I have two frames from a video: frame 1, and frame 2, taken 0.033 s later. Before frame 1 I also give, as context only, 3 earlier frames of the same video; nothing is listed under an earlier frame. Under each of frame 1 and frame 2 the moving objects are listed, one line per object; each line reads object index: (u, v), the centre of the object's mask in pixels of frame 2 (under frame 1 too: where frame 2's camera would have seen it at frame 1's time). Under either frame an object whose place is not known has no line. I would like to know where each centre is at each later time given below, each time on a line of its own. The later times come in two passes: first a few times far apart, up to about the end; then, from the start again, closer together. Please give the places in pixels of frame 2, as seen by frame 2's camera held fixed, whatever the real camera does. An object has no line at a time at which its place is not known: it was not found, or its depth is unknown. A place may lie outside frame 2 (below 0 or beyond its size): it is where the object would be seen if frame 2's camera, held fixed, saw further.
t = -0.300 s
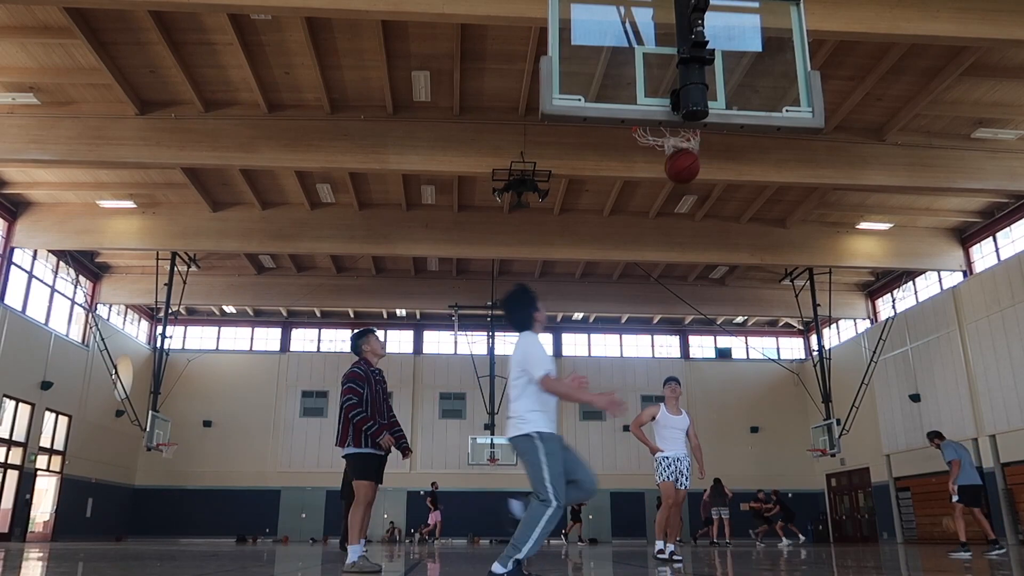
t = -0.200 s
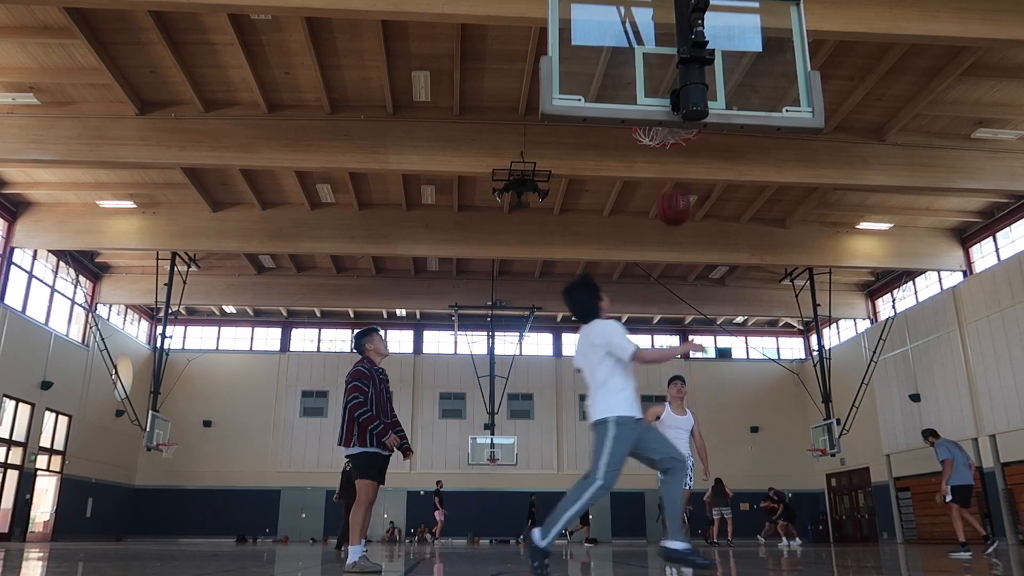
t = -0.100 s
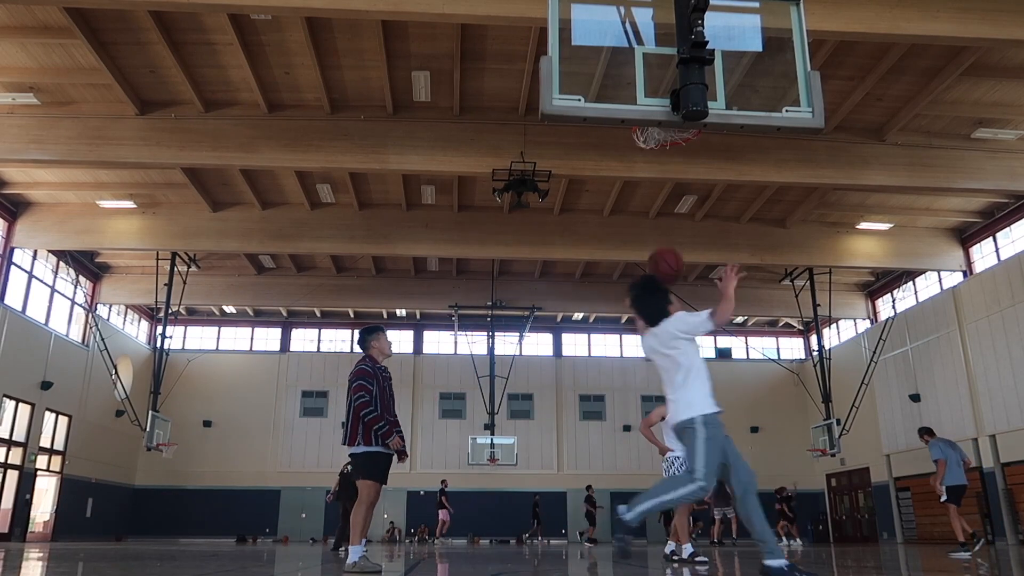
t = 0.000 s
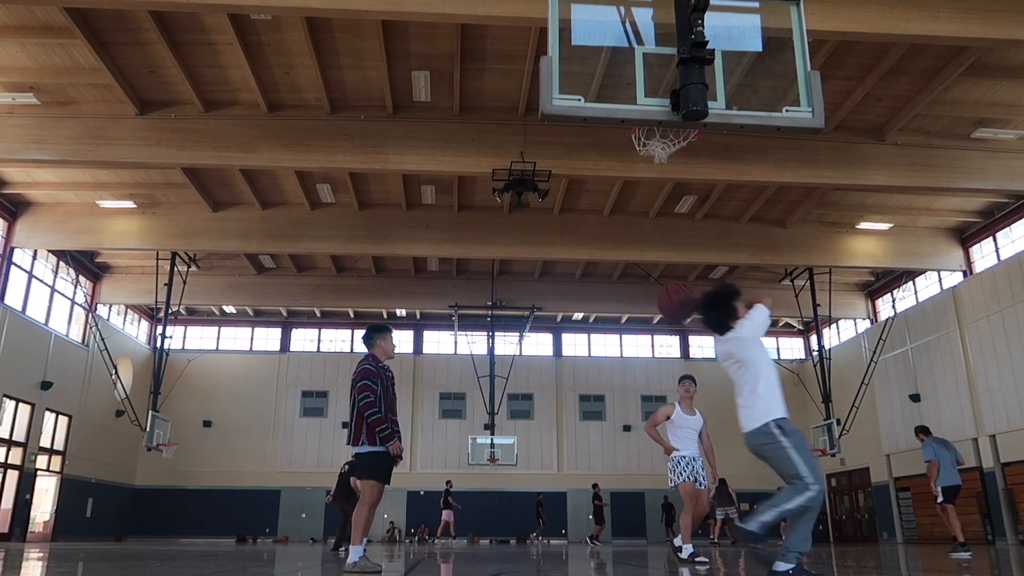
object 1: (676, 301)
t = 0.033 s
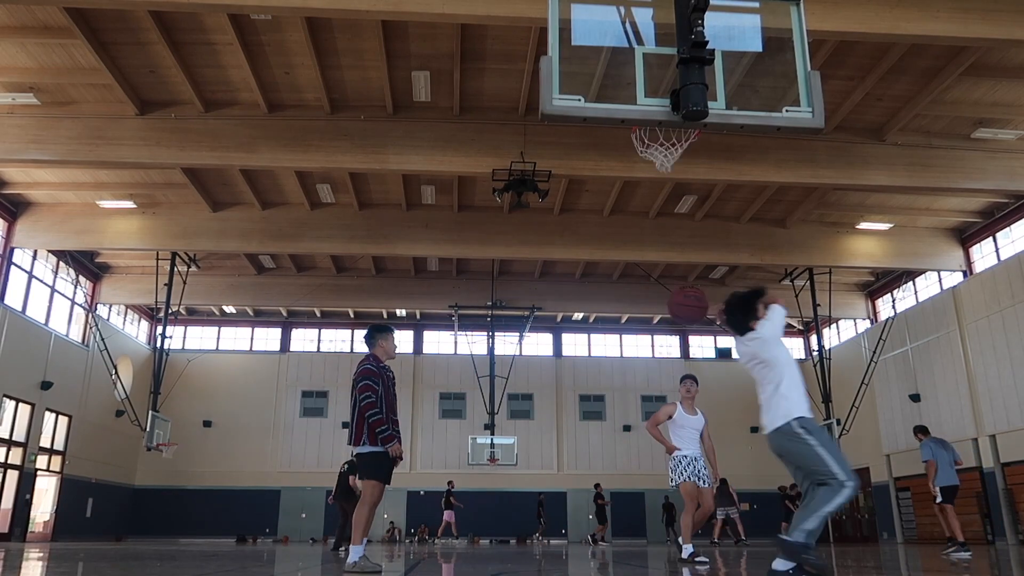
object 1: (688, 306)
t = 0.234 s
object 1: (770, 371)
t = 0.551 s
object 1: (885, 481)
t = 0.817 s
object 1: (851, 346)
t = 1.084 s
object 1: (835, 365)
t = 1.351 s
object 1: (839, 556)
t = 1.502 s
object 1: (823, 447)
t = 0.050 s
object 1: (694, 307)
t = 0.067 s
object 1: (700, 309)
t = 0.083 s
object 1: (706, 312)
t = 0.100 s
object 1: (713, 317)
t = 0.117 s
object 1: (719, 322)
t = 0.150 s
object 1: (732, 333)
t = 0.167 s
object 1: (739, 339)
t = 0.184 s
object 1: (747, 346)
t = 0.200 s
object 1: (755, 354)
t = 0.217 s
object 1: (763, 363)
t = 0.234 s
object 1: (770, 371)
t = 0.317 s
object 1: (813, 427)
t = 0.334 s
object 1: (824, 441)
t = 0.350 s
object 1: (834, 455)
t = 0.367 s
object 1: (845, 471)
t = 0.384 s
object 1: (856, 488)
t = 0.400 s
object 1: (866, 505)
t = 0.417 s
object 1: (879, 524)
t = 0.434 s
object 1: (890, 545)
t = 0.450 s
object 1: (902, 558)
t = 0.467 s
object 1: (899, 552)
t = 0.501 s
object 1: (893, 524)
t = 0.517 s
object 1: (891, 506)
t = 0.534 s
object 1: (887, 491)
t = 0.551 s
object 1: (885, 481)
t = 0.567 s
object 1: (883, 469)
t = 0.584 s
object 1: (879, 452)
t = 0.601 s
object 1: (876, 442)
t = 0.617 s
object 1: (875, 433)
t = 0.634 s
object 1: (872, 421)
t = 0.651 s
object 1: (869, 412)
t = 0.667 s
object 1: (868, 403)
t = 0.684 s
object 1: (866, 394)
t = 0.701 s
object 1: (863, 386)
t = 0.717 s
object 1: (861, 379)
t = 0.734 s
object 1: (860, 372)
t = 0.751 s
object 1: (857, 366)
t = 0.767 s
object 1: (856, 360)
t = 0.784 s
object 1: (854, 355)
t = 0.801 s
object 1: (853, 351)
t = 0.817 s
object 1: (851, 346)
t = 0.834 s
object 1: (849, 342)
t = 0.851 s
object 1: (848, 340)
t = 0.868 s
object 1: (847, 337)
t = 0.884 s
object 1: (845, 336)
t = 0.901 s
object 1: (844, 335)
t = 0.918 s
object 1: (842, 334)
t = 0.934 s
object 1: (841, 334)
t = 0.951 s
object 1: (841, 335)
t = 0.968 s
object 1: (840, 336)
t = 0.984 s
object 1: (839, 338)
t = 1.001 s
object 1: (838, 341)
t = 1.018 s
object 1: (837, 344)
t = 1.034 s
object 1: (836, 348)
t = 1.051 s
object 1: (836, 352)
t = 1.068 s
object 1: (836, 359)
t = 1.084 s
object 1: (835, 365)
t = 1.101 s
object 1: (835, 372)
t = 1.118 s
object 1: (835, 379)
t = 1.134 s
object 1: (834, 387)
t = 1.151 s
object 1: (835, 397)
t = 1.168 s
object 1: (835, 407)
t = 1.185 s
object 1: (835, 418)
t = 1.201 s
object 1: (835, 431)
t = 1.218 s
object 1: (835, 444)
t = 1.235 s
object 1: (835, 458)
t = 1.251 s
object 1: (836, 474)
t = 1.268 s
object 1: (836, 490)
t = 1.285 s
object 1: (837, 508)
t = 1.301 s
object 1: (838, 526)
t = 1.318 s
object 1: (839, 545)
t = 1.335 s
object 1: (839, 557)
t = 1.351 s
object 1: (839, 556)
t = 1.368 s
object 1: (837, 546)
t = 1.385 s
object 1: (835, 536)
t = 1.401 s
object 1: (834, 519)
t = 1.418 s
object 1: (832, 505)
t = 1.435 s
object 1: (828, 490)
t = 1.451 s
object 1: (828, 482)
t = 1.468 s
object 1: (827, 469)
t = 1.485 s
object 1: (823, 455)
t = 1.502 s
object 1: (823, 447)
